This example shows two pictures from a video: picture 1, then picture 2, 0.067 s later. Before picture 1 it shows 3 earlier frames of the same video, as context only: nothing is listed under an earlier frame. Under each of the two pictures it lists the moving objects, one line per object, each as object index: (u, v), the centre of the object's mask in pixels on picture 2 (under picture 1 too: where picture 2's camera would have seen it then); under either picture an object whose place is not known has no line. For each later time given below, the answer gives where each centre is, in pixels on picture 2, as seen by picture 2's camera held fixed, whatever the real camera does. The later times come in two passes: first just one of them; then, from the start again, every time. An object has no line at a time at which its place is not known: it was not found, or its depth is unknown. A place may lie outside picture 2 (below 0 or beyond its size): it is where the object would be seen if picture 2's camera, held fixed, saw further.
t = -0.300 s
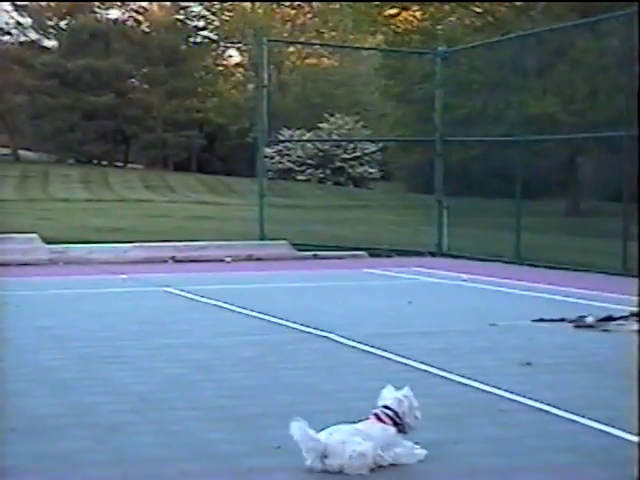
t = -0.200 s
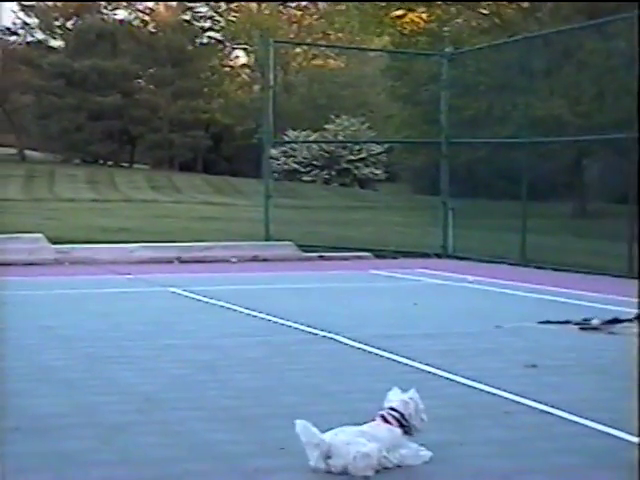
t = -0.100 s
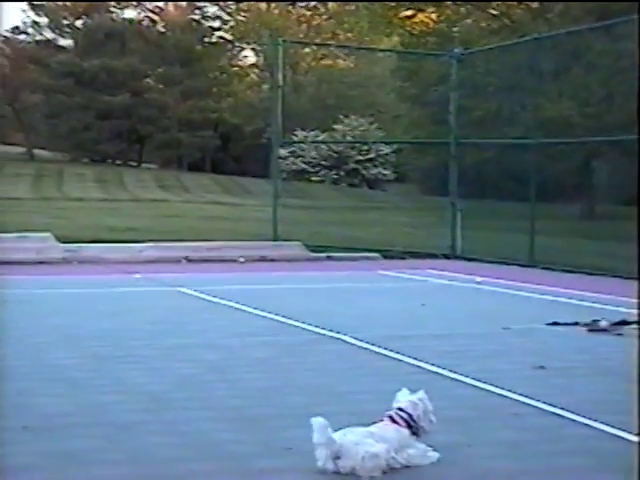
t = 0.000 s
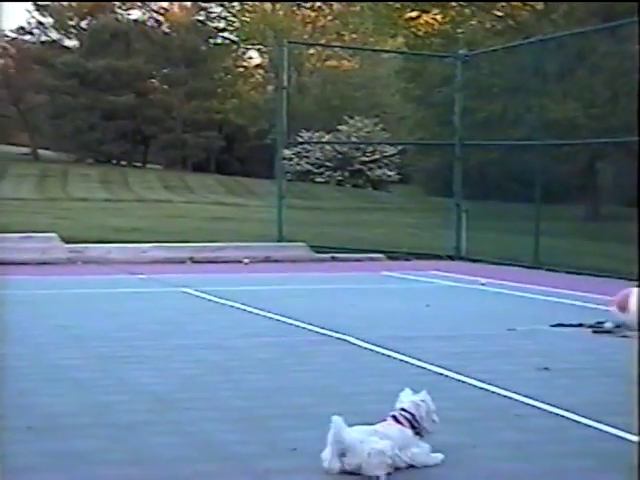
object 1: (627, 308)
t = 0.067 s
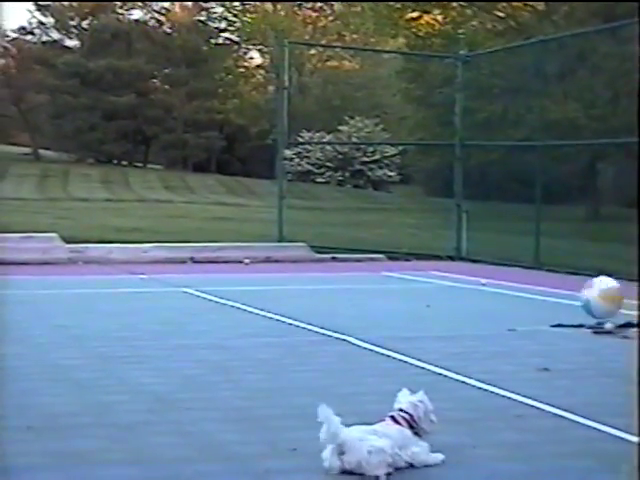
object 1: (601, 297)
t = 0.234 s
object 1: (529, 305)
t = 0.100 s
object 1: (586, 294)
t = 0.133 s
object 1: (572, 294)
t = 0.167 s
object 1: (557, 295)
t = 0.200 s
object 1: (543, 299)
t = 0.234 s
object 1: (529, 305)
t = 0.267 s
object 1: (514, 314)
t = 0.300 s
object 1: (501, 325)
